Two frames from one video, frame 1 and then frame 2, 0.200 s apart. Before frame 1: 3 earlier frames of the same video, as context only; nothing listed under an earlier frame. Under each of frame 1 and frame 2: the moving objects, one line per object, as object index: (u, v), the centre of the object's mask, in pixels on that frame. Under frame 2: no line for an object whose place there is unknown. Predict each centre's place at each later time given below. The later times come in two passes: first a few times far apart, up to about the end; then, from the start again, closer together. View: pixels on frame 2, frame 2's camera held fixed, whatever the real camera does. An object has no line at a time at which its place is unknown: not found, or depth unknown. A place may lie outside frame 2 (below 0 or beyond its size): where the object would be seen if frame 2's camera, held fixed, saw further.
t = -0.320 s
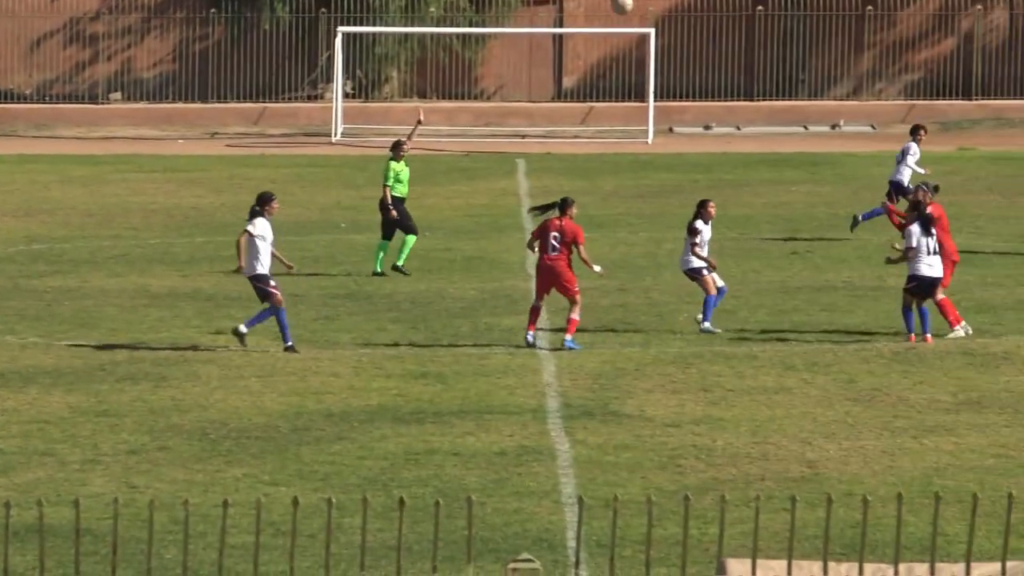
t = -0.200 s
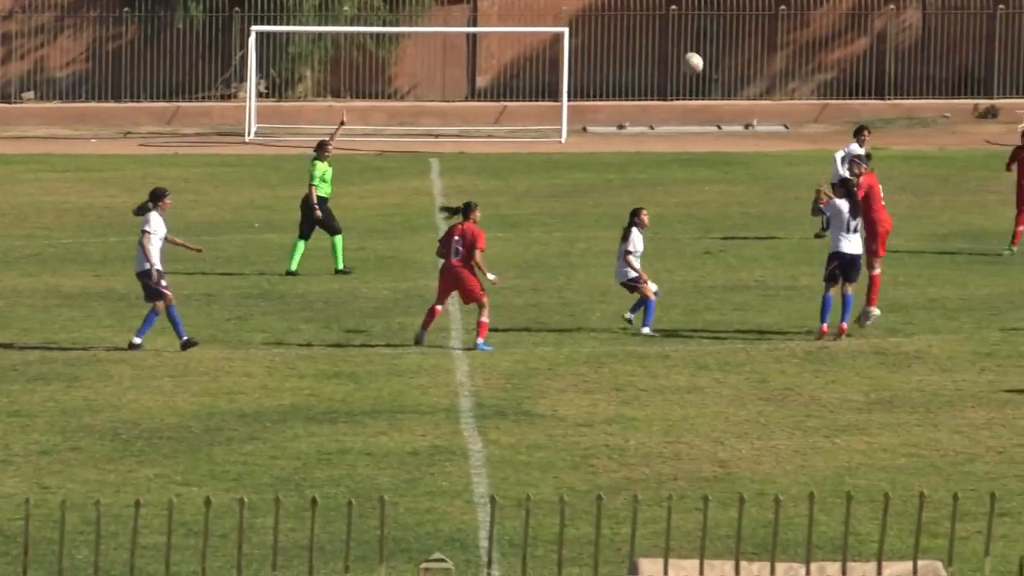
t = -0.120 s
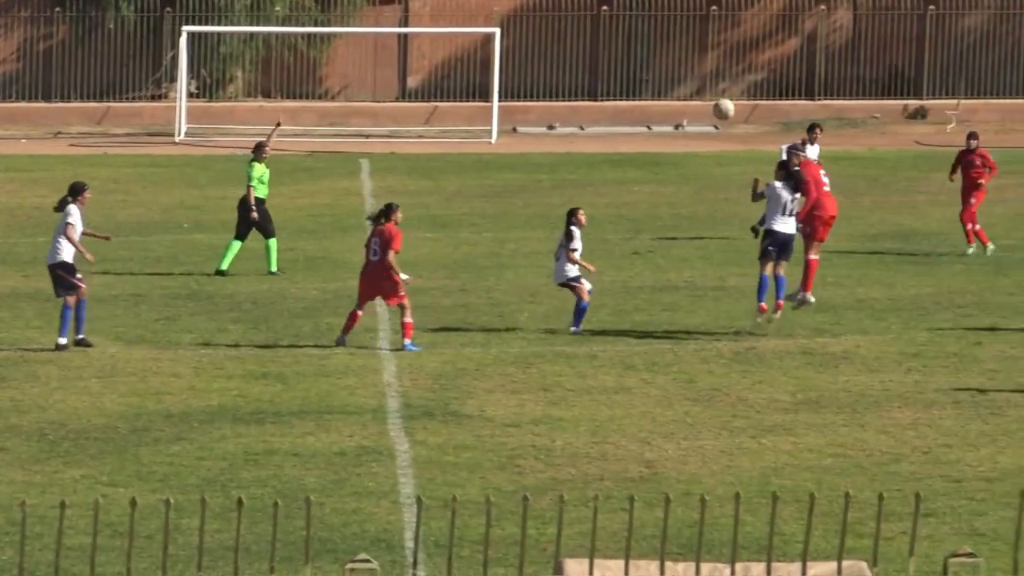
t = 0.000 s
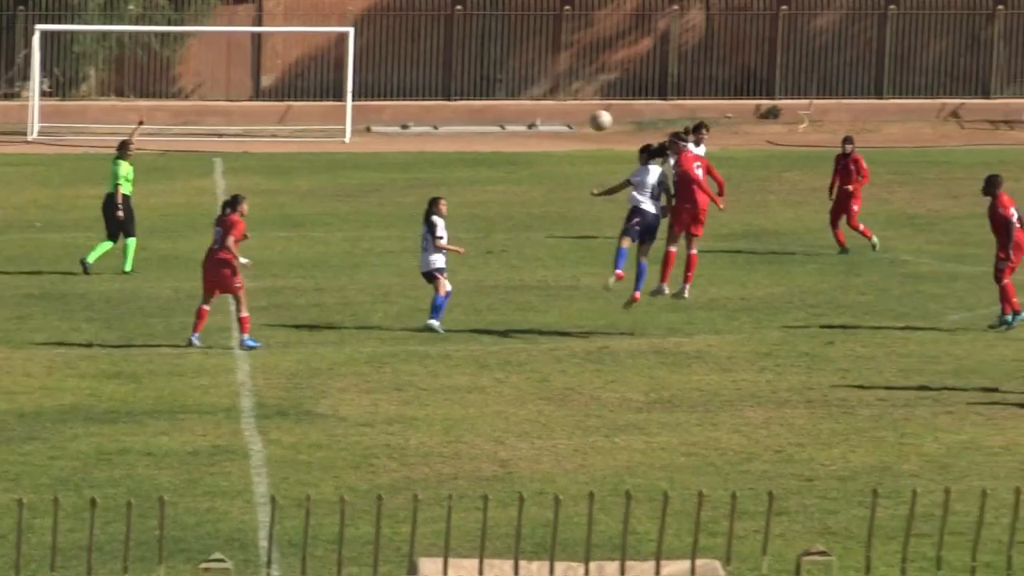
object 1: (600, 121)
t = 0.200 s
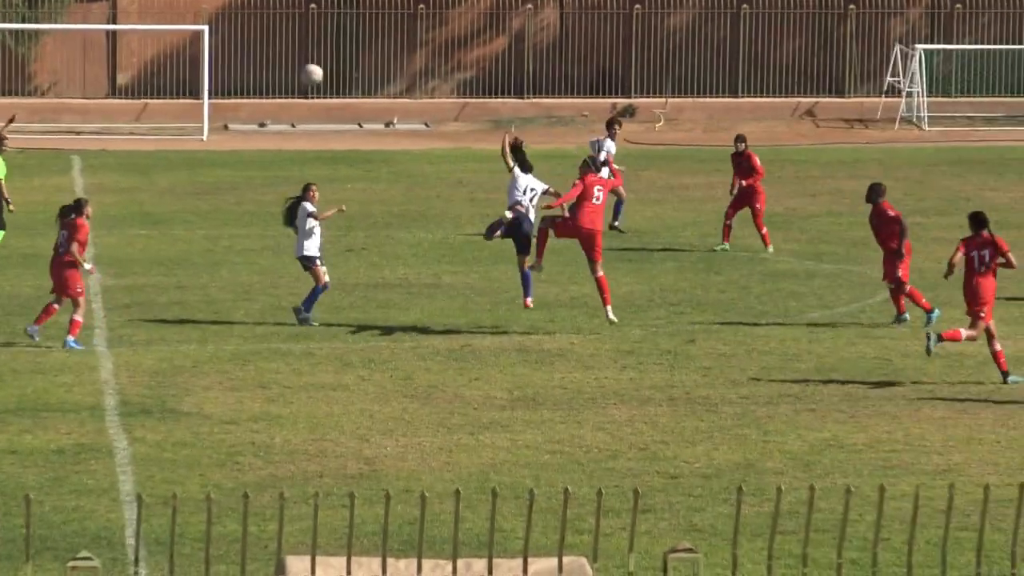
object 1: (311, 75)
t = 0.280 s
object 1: (255, 68)
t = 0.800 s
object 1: (-140, 165)
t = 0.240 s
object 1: (284, 70)
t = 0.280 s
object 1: (255, 68)
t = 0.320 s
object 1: (225, 68)
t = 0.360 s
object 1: (196, 67)
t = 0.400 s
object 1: (166, 69)
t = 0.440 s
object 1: (138, 71)
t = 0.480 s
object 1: (106, 76)
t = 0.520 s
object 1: (76, 80)
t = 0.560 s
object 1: (44, 87)
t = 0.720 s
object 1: (-80, 131)
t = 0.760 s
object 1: (-108, 147)
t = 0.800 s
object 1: (-140, 165)
